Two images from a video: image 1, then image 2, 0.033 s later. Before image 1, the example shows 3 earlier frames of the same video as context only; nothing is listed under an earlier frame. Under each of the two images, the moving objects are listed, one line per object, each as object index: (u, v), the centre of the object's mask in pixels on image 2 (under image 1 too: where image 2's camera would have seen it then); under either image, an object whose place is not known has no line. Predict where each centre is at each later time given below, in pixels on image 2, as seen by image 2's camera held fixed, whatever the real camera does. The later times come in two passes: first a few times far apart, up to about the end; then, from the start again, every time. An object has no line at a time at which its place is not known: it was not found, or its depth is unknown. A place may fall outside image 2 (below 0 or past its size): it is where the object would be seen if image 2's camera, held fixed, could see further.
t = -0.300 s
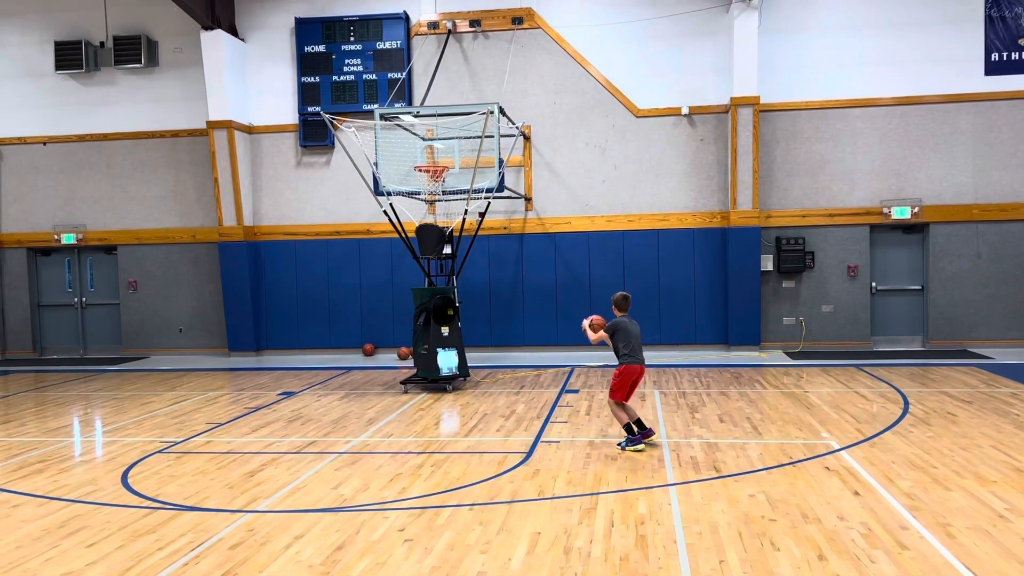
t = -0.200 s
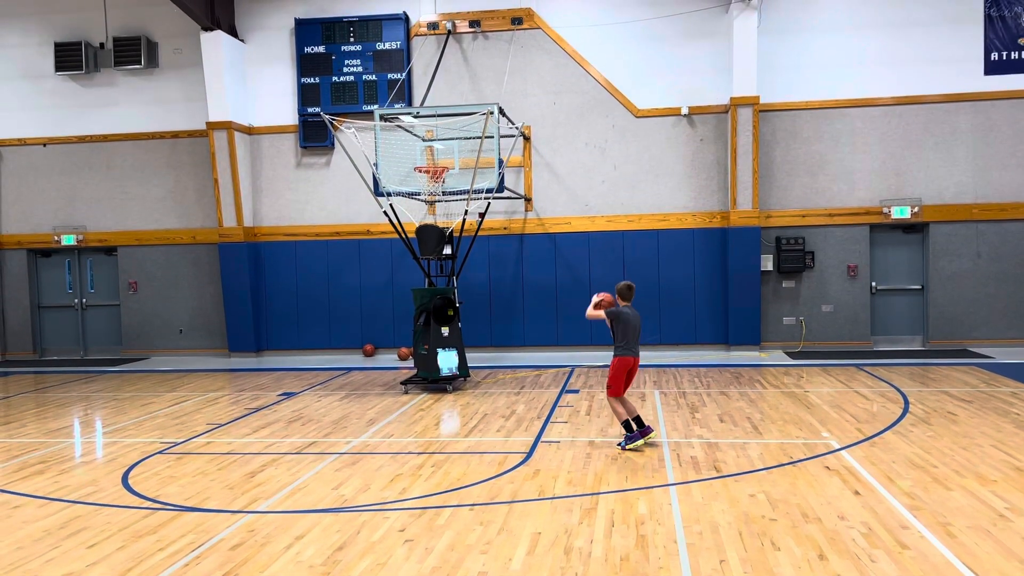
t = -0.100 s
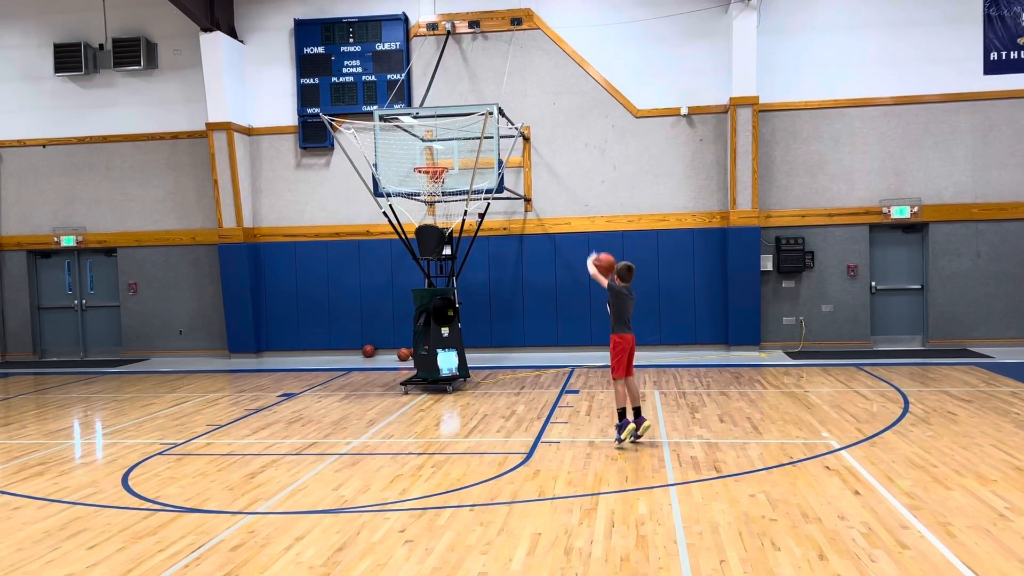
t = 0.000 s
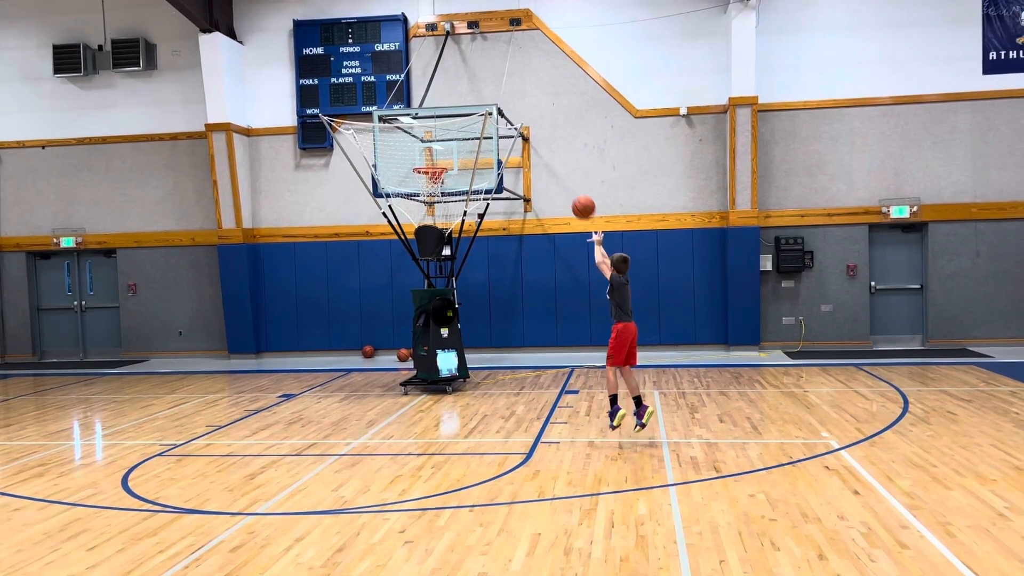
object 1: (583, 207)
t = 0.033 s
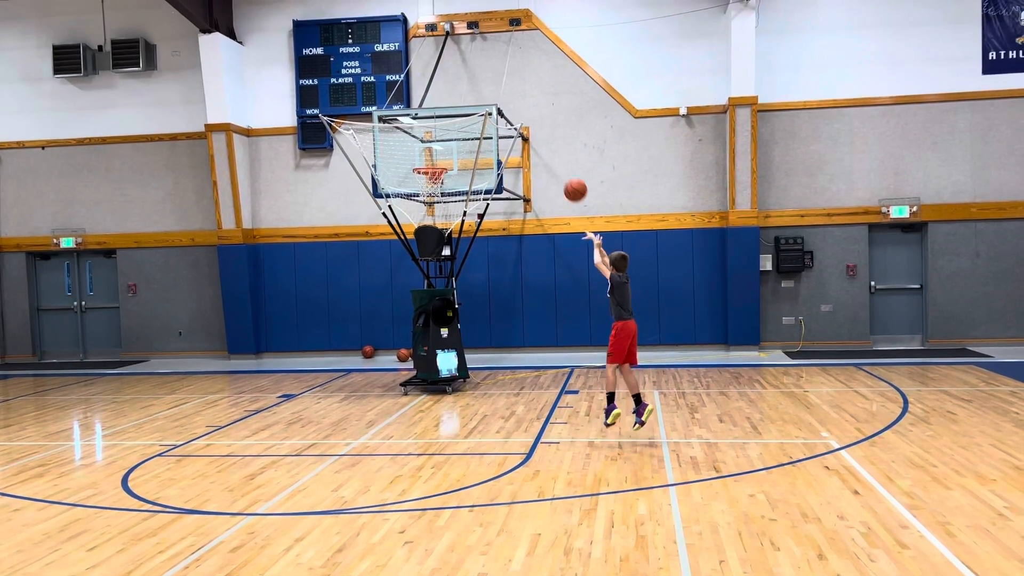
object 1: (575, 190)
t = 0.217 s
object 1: (536, 119)
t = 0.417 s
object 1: (498, 83)
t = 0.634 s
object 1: (464, 84)
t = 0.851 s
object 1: (436, 121)
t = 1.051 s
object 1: (422, 163)
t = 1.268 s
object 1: (452, 155)
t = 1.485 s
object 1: (474, 164)
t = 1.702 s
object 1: (492, 190)
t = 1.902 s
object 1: (461, 188)
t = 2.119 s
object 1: (425, 211)
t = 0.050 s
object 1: (571, 182)
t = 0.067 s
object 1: (567, 174)
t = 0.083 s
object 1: (564, 167)
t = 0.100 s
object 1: (560, 160)
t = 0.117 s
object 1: (556, 153)
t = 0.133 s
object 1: (553, 147)
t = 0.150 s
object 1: (549, 140)
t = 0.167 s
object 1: (546, 134)
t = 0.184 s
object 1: (542, 129)
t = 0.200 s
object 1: (539, 124)
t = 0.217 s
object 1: (536, 119)
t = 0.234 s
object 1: (532, 114)
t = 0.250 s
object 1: (529, 110)
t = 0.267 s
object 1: (526, 106)
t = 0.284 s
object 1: (523, 103)
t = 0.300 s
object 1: (519, 99)
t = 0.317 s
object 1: (516, 96)
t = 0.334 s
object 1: (513, 93)
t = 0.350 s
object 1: (510, 90)
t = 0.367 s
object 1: (507, 88)
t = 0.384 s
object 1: (504, 86)
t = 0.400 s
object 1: (501, 85)
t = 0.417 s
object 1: (498, 83)
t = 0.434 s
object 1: (496, 81)
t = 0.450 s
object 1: (493, 81)
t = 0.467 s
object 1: (490, 80)
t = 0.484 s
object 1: (487, 79)
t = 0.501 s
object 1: (485, 79)
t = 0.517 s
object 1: (482, 79)
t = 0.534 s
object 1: (479, 79)
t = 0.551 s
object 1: (477, 79)
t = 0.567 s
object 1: (474, 80)
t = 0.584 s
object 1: (472, 81)
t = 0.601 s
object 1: (469, 82)
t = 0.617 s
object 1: (467, 83)
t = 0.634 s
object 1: (464, 84)
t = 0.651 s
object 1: (462, 86)
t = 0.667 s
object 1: (460, 88)
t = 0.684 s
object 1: (457, 90)
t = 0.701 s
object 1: (455, 92)
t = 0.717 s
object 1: (453, 95)
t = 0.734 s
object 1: (451, 97)
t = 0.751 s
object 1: (449, 100)
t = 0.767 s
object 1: (446, 103)
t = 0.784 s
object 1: (444, 106)
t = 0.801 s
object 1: (442, 109)
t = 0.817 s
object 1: (440, 113)
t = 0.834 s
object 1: (438, 116)
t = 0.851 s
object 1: (436, 121)
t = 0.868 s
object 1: (434, 124)
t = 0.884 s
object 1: (432, 129)
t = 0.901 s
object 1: (430, 133)
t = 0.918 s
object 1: (429, 138)
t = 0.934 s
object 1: (427, 142)
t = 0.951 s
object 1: (425, 147)
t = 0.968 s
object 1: (423, 153)
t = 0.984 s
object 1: (422, 157)
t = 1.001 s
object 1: (420, 161)
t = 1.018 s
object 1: (420, 162)
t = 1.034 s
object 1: (422, 162)
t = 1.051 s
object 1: (422, 163)
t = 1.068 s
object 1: (424, 164)
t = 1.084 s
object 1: (427, 164)
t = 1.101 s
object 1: (430, 163)
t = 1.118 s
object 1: (433, 162)
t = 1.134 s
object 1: (435, 161)
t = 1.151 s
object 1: (439, 161)
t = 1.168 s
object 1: (441, 161)
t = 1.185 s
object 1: (443, 160)
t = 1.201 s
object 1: (445, 159)
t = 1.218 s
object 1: (446, 157)
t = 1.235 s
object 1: (448, 157)
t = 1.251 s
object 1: (450, 156)
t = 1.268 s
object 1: (452, 155)
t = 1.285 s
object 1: (453, 154)
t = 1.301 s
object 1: (455, 154)
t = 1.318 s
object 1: (457, 154)
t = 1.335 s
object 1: (459, 154)
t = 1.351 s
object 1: (461, 155)
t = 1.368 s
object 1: (462, 155)
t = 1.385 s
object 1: (464, 156)
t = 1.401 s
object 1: (466, 157)
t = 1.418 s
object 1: (467, 158)
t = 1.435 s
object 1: (468, 159)
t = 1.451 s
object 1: (471, 160)
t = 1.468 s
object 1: (473, 162)
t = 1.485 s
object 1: (474, 164)
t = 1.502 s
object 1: (477, 167)
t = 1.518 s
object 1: (479, 169)
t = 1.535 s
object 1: (482, 172)
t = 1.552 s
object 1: (483, 173)
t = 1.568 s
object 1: (484, 176)
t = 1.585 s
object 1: (486, 179)
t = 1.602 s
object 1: (488, 182)
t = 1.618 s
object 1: (490, 185)
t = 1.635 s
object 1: (491, 187)
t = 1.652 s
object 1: (491, 188)
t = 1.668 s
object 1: (492, 189)
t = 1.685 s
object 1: (492, 190)
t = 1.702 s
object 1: (492, 190)
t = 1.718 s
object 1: (490, 190)
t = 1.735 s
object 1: (488, 190)
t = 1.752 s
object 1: (486, 190)
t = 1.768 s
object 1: (484, 190)
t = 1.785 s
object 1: (482, 189)
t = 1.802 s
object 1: (479, 189)
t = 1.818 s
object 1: (476, 188)
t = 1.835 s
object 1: (473, 188)
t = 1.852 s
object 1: (470, 188)
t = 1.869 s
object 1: (467, 188)
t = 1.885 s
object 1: (464, 188)
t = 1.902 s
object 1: (461, 188)
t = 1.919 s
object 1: (459, 189)
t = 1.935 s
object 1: (456, 190)
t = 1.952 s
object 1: (453, 191)
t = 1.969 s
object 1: (450, 191)
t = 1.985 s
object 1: (448, 193)
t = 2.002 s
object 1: (445, 194)
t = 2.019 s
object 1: (442, 196)
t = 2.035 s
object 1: (439, 199)
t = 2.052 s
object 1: (436, 201)
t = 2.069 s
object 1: (433, 203)
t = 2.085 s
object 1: (431, 206)
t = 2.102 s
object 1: (428, 209)
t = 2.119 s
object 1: (425, 211)
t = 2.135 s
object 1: (422, 214)
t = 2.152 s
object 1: (420, 217)
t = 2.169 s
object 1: (417, 219)
